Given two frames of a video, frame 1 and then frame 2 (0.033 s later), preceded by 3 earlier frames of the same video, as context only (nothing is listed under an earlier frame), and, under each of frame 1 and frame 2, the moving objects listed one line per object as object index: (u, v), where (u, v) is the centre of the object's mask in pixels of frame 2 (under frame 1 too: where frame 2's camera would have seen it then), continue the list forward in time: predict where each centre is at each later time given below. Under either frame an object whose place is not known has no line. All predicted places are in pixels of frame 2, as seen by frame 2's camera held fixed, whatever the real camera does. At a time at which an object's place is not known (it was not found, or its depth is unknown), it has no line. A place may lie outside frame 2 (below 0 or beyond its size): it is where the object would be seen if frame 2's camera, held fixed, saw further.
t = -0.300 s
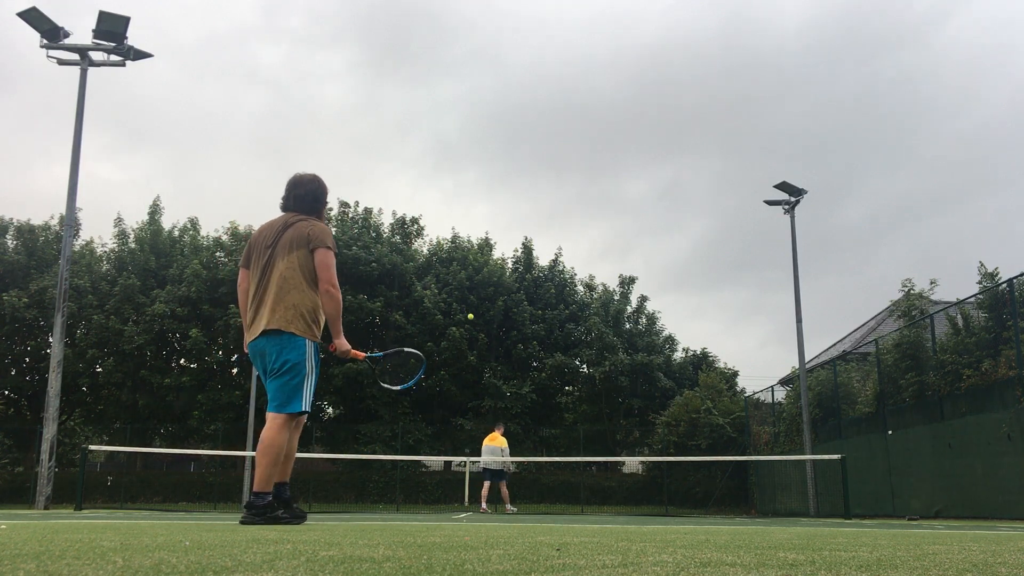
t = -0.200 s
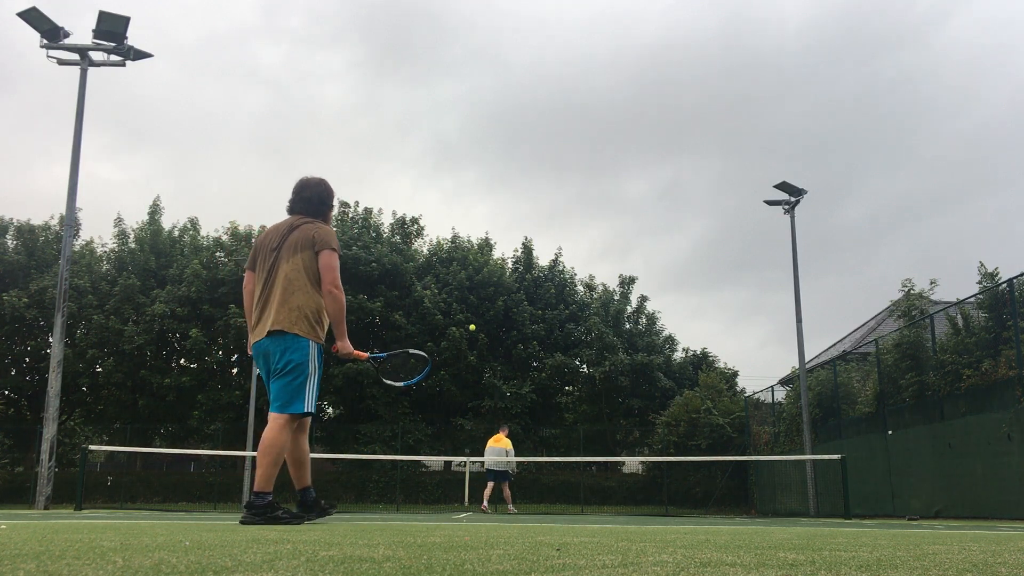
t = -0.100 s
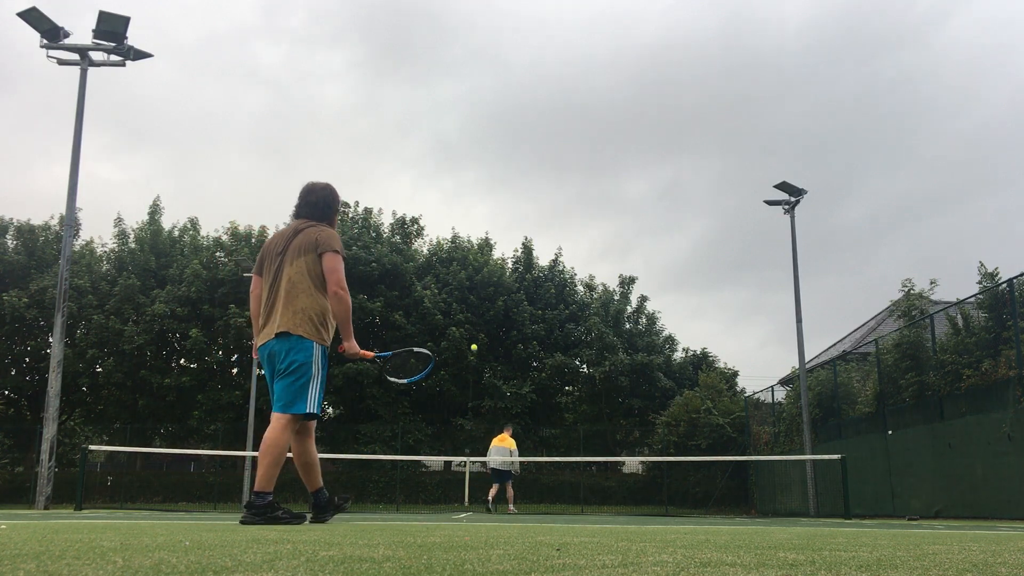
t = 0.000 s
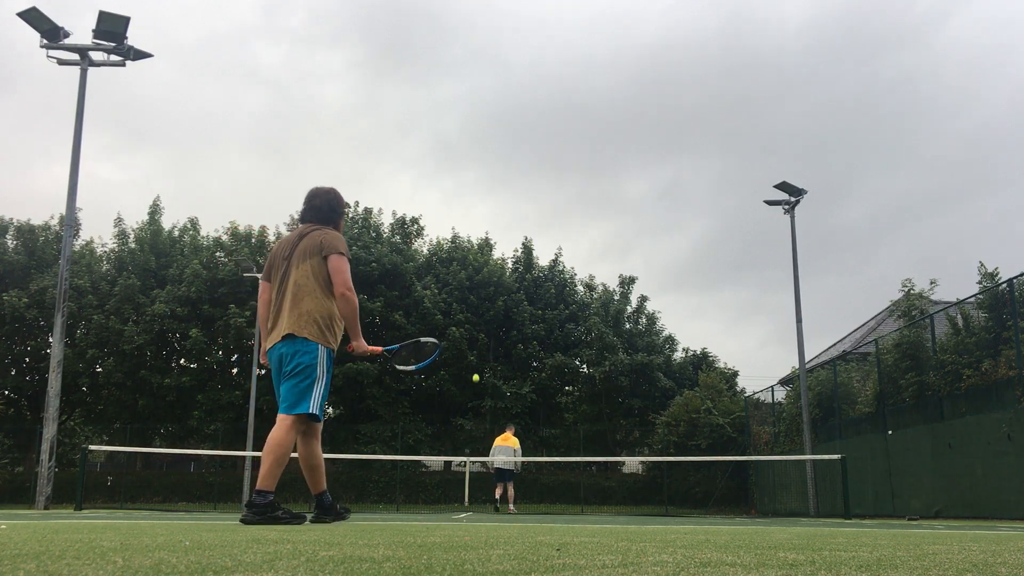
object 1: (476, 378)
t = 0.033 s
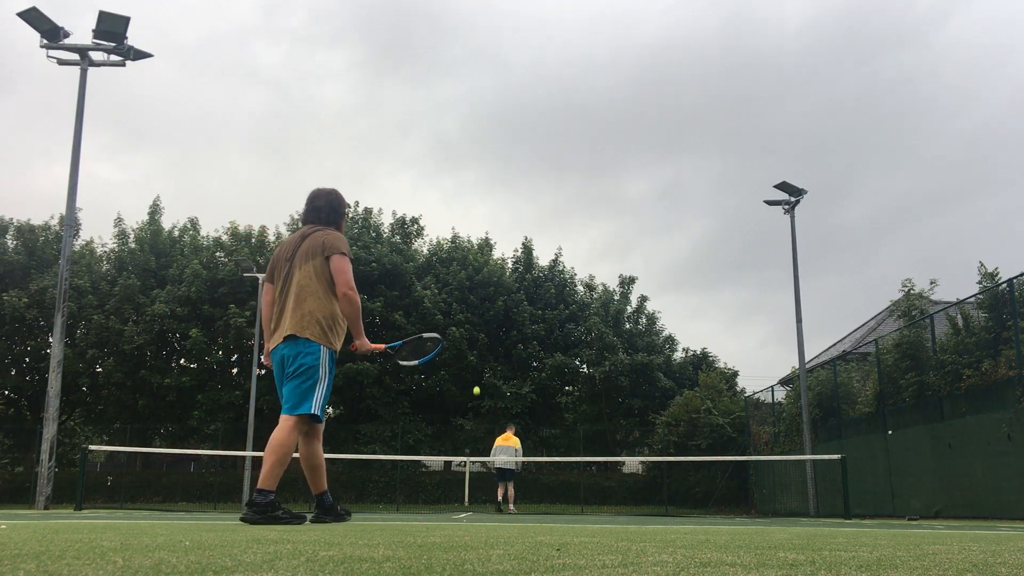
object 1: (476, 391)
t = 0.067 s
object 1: (477, 405)
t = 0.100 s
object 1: (478, 421)
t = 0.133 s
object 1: (478, 438)
